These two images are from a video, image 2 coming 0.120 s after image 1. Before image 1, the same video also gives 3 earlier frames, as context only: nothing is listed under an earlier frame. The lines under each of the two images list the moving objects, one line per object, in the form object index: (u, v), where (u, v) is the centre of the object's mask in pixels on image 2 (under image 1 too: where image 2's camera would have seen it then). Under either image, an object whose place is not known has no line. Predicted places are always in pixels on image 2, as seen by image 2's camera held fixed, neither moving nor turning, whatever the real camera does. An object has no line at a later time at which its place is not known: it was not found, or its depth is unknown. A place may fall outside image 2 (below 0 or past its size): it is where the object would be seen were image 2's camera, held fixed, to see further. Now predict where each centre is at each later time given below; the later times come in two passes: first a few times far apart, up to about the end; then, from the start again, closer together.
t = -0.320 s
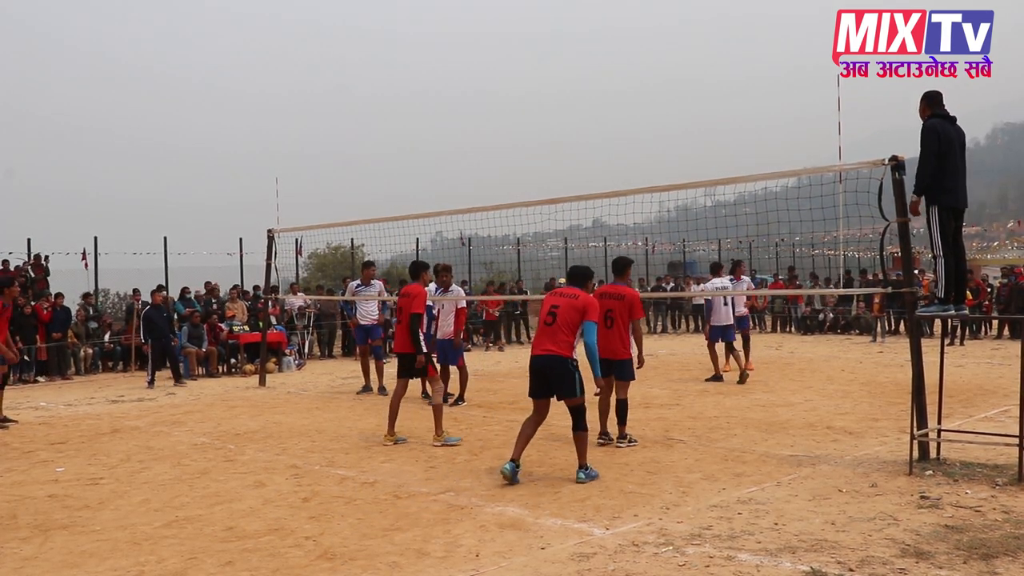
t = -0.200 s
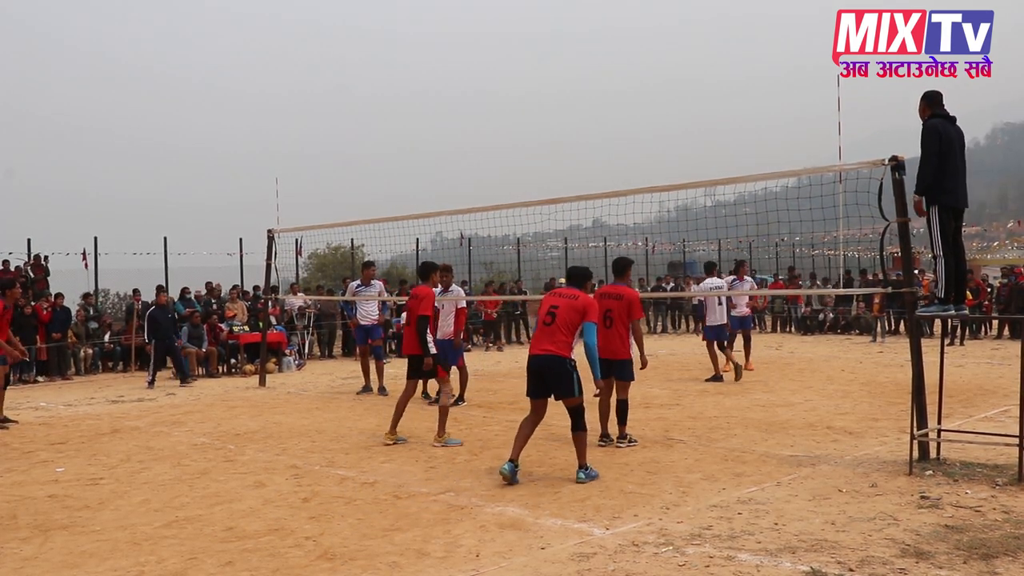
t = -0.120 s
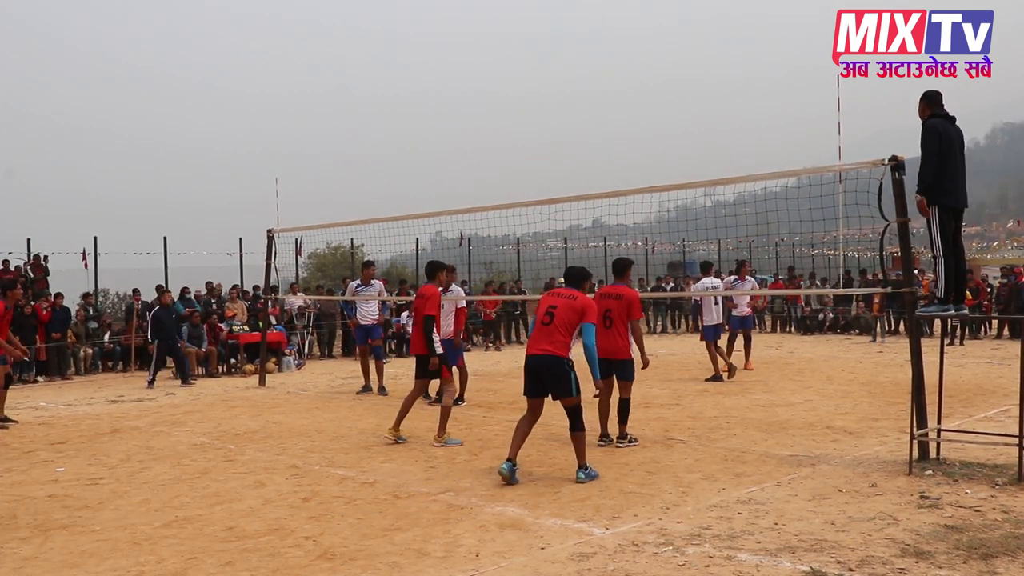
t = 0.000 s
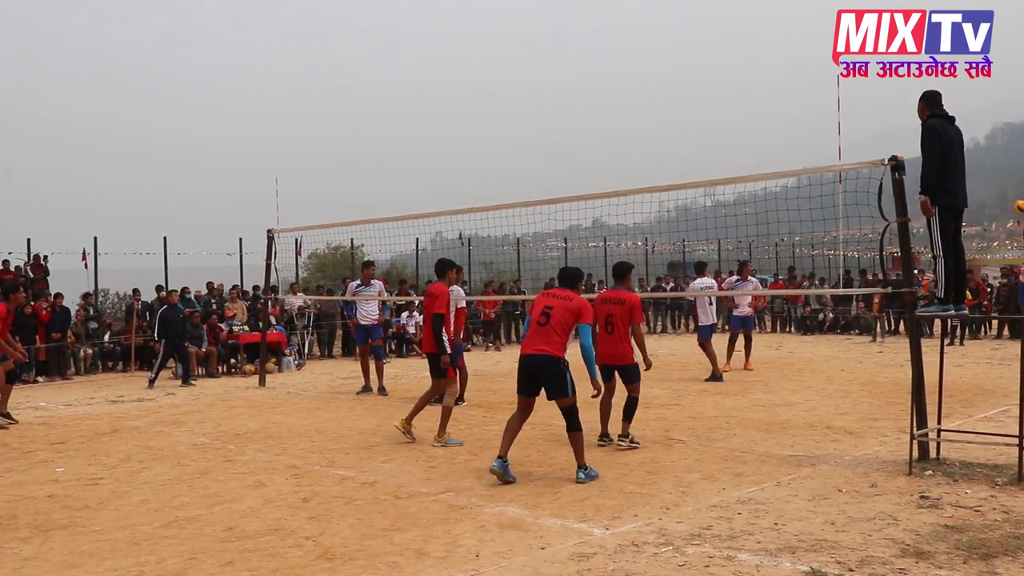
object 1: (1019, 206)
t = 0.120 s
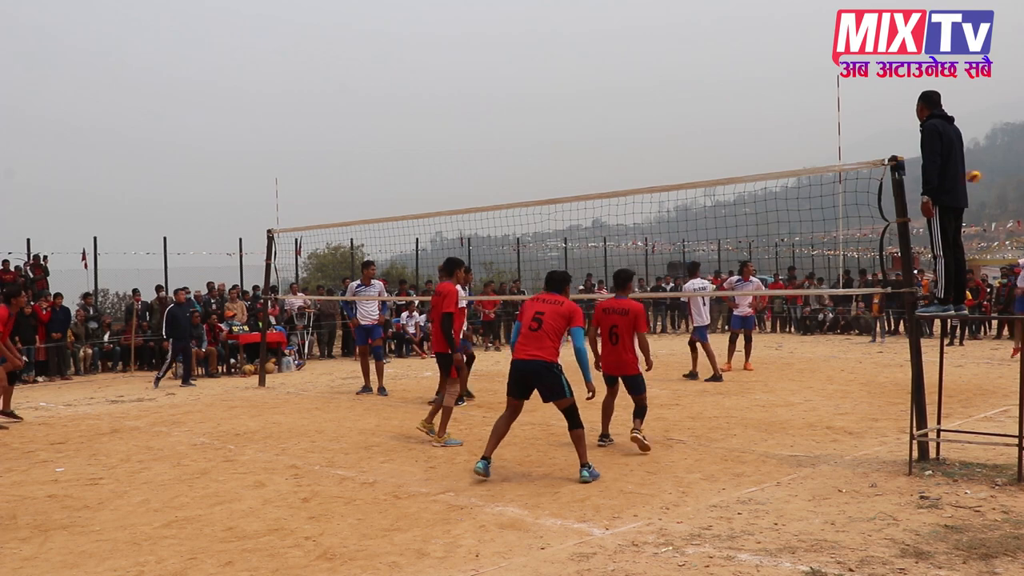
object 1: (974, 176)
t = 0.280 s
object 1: (897, 140)
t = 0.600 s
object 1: (662, 118)
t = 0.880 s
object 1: (304, 192)
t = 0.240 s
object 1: (916, 148)
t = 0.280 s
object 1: (897, 140)
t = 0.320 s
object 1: (874, 133)
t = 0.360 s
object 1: (850, 127)
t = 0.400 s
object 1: (824, 123)
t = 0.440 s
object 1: (797, 119)
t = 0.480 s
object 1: (766, 117)
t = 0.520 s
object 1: (735, 116)
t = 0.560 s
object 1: (700, 116)
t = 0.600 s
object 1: (662, 118)
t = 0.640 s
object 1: (622, 121)
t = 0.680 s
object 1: (579, 127)
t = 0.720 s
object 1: (532, 134)
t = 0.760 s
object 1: (481, 144)
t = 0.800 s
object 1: (425, 158)
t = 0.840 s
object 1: (366, 173)
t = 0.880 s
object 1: (304, 192)
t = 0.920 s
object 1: (236, 214)
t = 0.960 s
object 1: (162, 240)
